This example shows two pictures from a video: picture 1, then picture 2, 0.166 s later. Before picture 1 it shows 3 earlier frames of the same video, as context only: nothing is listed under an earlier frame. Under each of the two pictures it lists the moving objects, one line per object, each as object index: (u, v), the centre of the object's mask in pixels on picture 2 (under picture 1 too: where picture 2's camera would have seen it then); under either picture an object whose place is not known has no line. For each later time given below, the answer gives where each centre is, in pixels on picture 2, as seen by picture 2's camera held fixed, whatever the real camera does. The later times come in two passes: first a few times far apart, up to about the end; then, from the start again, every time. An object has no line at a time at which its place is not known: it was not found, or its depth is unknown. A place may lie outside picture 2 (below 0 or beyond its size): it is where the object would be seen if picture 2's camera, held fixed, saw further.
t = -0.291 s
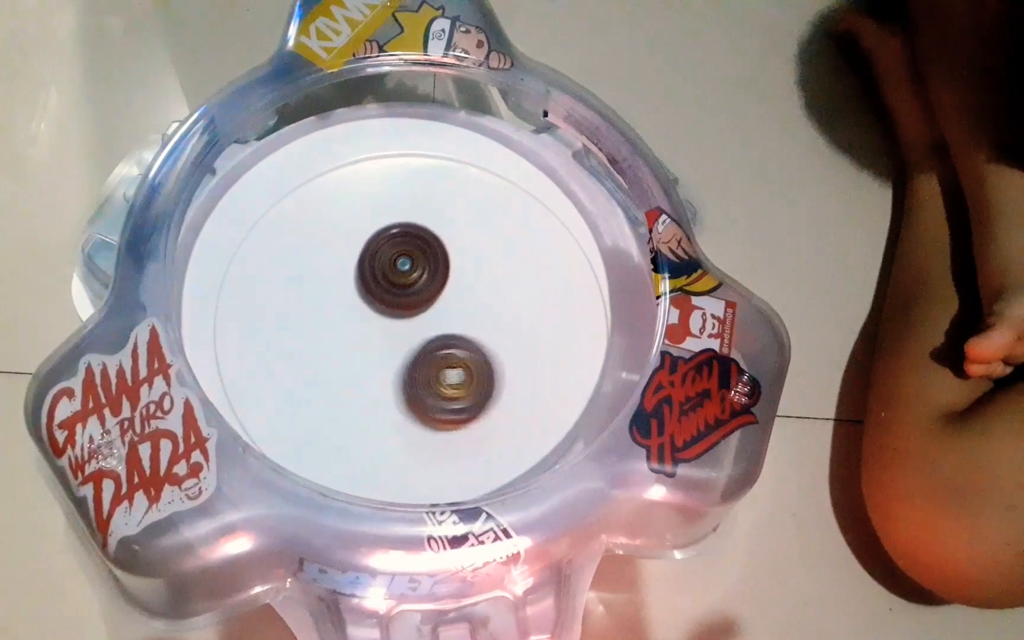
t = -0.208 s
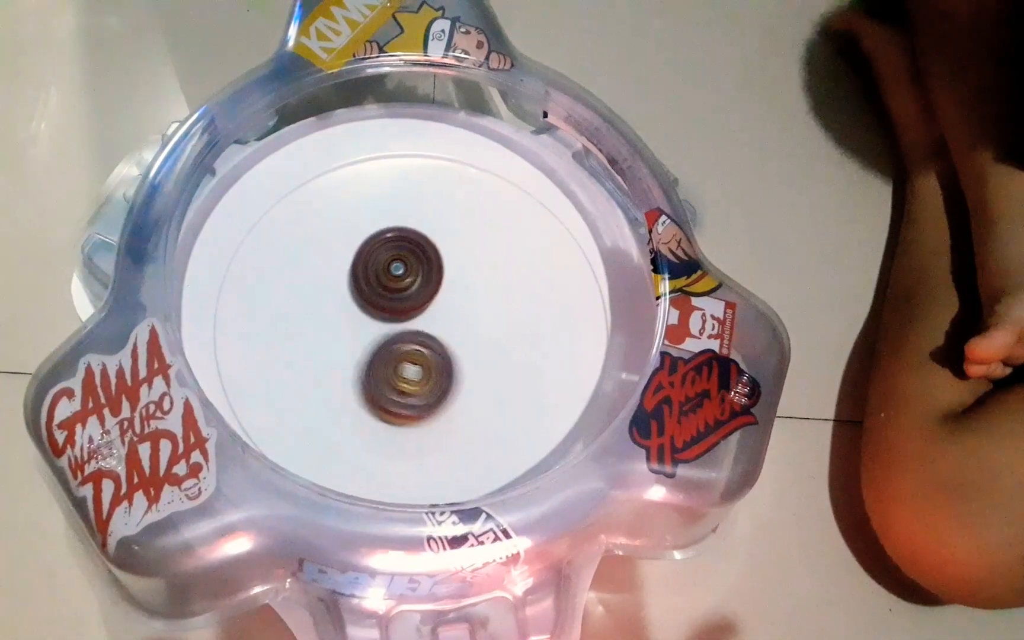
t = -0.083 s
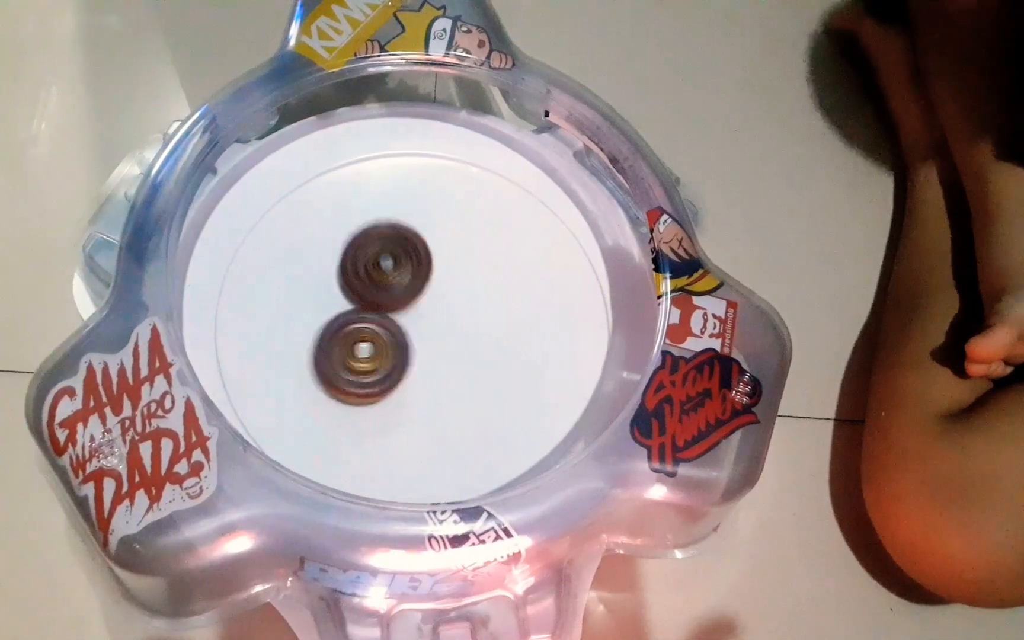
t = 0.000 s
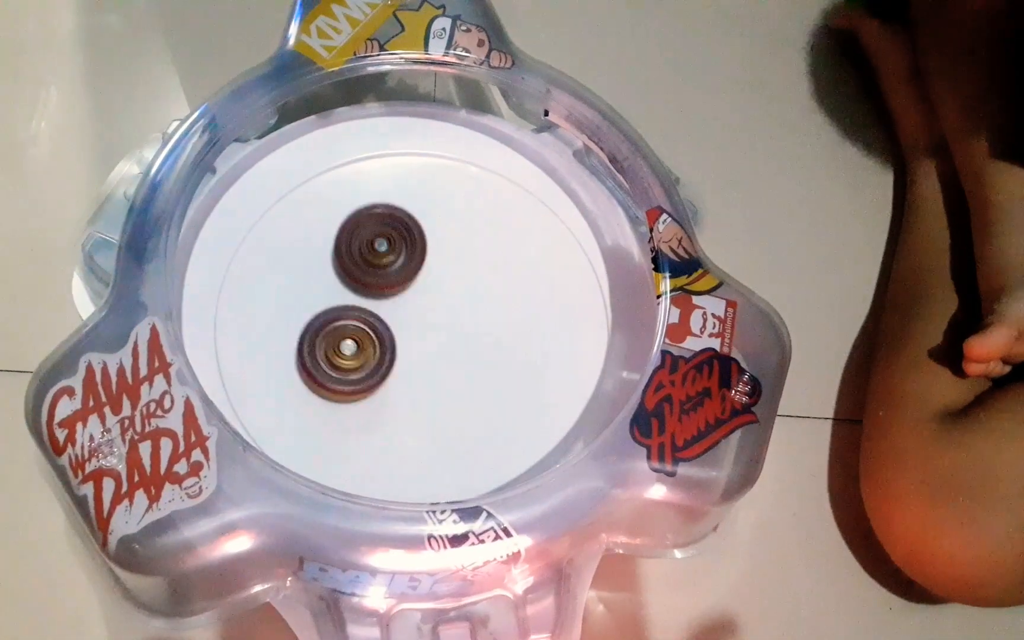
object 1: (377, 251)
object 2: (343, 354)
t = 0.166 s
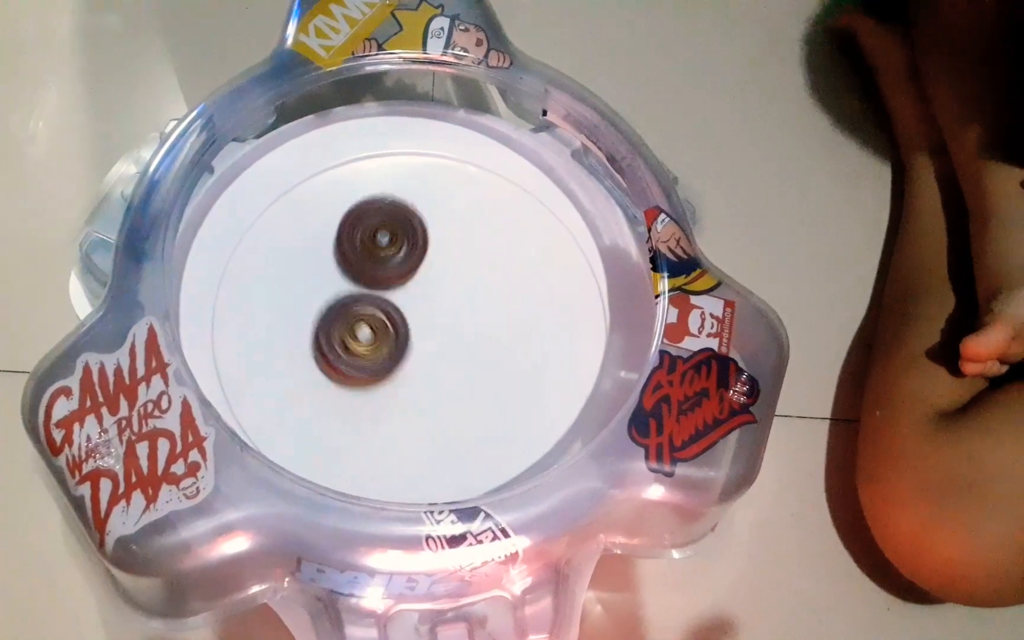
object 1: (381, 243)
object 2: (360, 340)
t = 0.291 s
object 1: (395, 230)
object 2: (394, 365)
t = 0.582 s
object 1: (406, 300)
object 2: (444, 393)
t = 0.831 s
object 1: (327, 332)
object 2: (440, 406)
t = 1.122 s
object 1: (290, 269)
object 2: (413, 347)
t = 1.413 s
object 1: (385, 249)
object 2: (482, 335)
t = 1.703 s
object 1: (406, 354)
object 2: (543, 374)
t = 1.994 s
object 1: (360, 383)
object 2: (480, 373)
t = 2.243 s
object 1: (338, 351)
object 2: (444, 271)
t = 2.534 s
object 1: (429, 364)
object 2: (418, 195)
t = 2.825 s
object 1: (400, 471)
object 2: (418, 170)
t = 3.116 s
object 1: (338, 333)
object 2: (464, 339)
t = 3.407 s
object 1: (441, 254)
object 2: (520, 395)
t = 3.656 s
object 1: (545, 302)
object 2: (457, 390)
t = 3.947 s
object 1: (418, 453)
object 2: (370, 282)
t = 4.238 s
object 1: (276, 246)
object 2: (425, 231)
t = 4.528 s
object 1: (486, 169)
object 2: (460, 304)
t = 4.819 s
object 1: (554, 386)
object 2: (420, 351)
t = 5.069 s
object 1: (298, 430)
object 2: (366, 329)
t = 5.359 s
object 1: (273, 200)
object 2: (376, 294)
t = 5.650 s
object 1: (518, 225)
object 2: (417, 321)
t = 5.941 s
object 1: (472, 465)
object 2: (405, 361)
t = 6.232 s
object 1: (241, 363)
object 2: (401, 332)
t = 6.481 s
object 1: (326, 193)
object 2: (418, 320)
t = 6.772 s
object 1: (570, 270)
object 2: (441, 328)
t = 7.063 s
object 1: (473, 471)
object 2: (419, 326)
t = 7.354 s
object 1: (253, 342)
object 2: (409, 320)
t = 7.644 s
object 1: (383, 153)
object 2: (412, 316)
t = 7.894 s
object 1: (567, 237)
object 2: (415, 314)
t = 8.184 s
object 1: (457, 451)
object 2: (413, 317)
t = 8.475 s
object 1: (239, 329)
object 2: (414, 315)
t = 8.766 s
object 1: (355, 164)
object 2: (413, 314)
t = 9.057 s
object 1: (549, 291)
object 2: (410, 313)
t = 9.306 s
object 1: (456, 459)
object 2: (410, 314)
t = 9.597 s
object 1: (265, 347)
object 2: (409, 315)
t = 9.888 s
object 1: (392, 194)
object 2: (409, 316)
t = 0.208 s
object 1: (385, 234)
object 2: (371, 350)
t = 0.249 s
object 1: (390, 230)
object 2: (382, 358)
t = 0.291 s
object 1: (395, 230)
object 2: (394, 365)
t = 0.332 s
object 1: (400, 234)
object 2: (405, 369)
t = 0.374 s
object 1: (405, 242)
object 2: (415, 372)
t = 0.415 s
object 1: (409, 254)
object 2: (422, 374)
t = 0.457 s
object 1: (412, 267)
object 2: (428, 375)
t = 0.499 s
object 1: (415, 282)
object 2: (431, 376)
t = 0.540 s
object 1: (413, 293)
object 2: (438, 383)
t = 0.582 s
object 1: (406, 300)
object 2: (444, 393)
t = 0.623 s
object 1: (398, 307)
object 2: (448, 401)
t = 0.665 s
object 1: (388, 316)
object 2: (451, 407)
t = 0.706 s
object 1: (376, 323)
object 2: (451, 411)
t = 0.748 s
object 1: (361, 330)
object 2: (449, 412)
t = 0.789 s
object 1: (344, 333)
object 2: (445, 410)
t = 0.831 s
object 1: (327, 332)
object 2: (440, 406)
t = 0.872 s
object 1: (311, 328)
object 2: (435, 401)
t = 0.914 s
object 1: (296, 320)
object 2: (429, 394)
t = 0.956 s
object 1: (285, 309)
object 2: (424, 386)
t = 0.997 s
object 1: (278, 298)
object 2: (420, 376)
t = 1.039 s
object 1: (277, 287)
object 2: (416, 367)
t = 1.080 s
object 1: (281, 277)
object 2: (414, 357)
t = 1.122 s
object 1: (290, 269)
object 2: (413, 347)
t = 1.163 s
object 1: (303, 262)
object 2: (414, 338)
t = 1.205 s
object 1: (321, 258)
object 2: (417, 331)
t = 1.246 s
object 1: (340, 256)
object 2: (421, 324)
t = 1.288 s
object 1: (358, 254)
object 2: (431, 320)
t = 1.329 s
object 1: (366, 248)
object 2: (449, 324)
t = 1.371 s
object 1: (375, 246)
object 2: (467, 330)
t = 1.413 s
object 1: (385, 249)
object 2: (482, 335)
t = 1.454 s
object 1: (396, 256)
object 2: (494, 340)
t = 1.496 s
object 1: (407, 268)
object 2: (504, 345)
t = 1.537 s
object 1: (417, 283)
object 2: (509, 350)
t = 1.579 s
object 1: (427, 301)
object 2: (510, 354)
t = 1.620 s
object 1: (426, 320)
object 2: (520, 360)
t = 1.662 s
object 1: (416, 338)
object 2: (534, 367)
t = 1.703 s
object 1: (406, 354)
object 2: (543, 374)
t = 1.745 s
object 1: (397, 368)
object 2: (547, 379)
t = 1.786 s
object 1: (388, 379)
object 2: (545, 383)
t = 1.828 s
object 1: (380, 386)
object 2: (539, 385)
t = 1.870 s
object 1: (373, 390)
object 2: (529, 386)
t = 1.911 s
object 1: (367, 391)
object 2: (515, 384)
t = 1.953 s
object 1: (362, 388)
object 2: (499, 380)
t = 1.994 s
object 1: (360, 383)
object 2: (480, 373)
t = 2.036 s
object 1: (360, 377)
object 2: (462, 363)
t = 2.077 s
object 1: (349, 373)
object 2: (456, 345)
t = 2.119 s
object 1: (339, 369)
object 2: (454, 325)
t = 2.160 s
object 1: (334, 364)
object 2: (451, 306)
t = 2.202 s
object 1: (334, 358)
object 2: (447, 287)
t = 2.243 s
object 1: (338, 351)
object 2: (444, 271)
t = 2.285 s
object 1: (346, 343)
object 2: (440, 256)
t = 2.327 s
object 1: (356, 335)
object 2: (437, 245)
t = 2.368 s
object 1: (369, 328)
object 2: (433, 238)
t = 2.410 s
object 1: (383, 321)
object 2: (429, 233)
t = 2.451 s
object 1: (397, 317)
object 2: (425, 231)
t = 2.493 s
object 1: (413, 329)
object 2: (421, 222)
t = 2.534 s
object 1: (429, 364)
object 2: (418, 195)
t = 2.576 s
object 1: (442, 399)
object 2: (413, 173)
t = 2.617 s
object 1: (450, 434)
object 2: (411, 158)
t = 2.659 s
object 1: (451, 463)
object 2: (409, 148)
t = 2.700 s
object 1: (443, 476)
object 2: (409, 144)
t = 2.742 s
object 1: (431, 477)
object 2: (410, 146)
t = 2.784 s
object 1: (415, 477)
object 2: (414, 155)
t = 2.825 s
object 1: (400, 471)
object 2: (418, 170)
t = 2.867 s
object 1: (383, 463)
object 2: (422, 190)
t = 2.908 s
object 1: (368, 448)
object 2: (427, 215)
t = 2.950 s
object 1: (357, 423)
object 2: (430, 244)
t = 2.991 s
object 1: (351, 395)
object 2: (433, 275)
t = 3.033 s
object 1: (349, 367)
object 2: (436, 307)
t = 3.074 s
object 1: (342, 347)
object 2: (448, 328)
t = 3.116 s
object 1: (338, 333)
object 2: (464, 339)
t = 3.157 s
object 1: (343, 321)
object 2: (476, 349)
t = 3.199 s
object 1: (356, 309)
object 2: (484, 356)
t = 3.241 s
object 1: (378, 299)
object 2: (486, 358)
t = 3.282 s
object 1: (404, 294)
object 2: (484, 358)
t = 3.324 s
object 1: (422, 282)
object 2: (494, 368)
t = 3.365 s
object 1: (430, 265)
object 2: (510, 384)
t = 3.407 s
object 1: (441, 254)
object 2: (520, 395)
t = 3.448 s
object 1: (454, 249)
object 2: (522, 403)
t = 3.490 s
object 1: (470, 249)
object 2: (517, 407)
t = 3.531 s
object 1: (489, 254)
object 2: (507, 408)
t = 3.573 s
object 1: (509, 265)
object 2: (492, 405)
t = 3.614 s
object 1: (529, 281)
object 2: (475, 399)
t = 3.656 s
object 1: (545, 302)
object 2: (457, 390)
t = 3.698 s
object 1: (554, 327)
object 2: (439, 378)
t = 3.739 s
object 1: (556, 357)
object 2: (420, 363)
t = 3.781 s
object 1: (548, 387)
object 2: (403, 347)
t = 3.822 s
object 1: (527, 415)
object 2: (389, 331)
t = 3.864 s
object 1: (498, 437)
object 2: (378, 314)
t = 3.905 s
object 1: (460, 451)
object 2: (372, 298)
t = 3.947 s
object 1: (418, 453)
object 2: (370, 282)
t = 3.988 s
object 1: (375, 444)
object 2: (372, 268)
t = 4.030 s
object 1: (336, 423)
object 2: (377, 256)
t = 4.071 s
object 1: (304, 393)
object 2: (385, 245)
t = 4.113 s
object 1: (284, 358)
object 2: (394, 237)
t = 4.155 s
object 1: (273, 322)
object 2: (404, 232)
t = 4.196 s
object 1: (270, 284)
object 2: (414, 230)
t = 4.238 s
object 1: (276, 246)
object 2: (425, 231)
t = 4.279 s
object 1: (290, 211)
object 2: (434, 236)
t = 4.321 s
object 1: (311, 182)
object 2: (443, 244)
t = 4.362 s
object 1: (339, 157)
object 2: (449, 253)
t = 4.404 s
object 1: (373, 146)
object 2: (455, 265)
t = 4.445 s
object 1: (411, 149)
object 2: (459, 278)
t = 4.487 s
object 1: (449, 159)
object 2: (460, 291)
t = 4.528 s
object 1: (486, 169)
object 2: (460, 304)
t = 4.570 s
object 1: (519, 183)
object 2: (458, 316)
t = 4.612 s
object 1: (547, 205)
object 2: (454, 327)
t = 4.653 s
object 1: (570, 234)
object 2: (448, 337)
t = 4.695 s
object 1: (584, 269)
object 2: (442, 344)
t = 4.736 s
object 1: (588, 307)
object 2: (435, 349)
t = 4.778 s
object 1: (577, 348)
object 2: (428, 351)
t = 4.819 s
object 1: (554, 386)
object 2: (420, 351)
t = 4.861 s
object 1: (522, 418)
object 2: (410, 350)
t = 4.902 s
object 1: (480, 443)
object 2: (400, 347)
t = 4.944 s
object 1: (434, 457)
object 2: (390, 344)
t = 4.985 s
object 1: (386, 458)
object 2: (380, 340)
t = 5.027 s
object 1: (341, 449)
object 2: (372, 335)
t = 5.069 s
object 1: (298, 430)
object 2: (366, 329)
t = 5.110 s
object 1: (264, 403)
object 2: (361, 324)
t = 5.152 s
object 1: (238, 372)
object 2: (358, 318)
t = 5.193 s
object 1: (221, 338)
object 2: (357, 313)
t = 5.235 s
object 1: (220, 302)
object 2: (359, 308)
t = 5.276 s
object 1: (233, 265)
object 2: (363, 303)
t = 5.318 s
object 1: (251, 232)
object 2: (369, 298)
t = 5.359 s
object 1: (273, 200)
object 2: (376, 294)
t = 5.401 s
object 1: (301, 176)
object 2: (383, 292)
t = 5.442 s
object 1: (338, 162)
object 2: (390, 292)
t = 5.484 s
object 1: (376, 158)
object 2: (397, 294)
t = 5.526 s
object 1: (417, 162)
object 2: (403, 299)
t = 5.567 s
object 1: (455, 175)
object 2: (409, 305)
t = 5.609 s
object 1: (490, 197)
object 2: (414, 312)
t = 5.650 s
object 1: (518, 225)
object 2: (417, 321)
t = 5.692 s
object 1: (543, 259)
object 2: (418, 328)
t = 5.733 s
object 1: (556, 297)
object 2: (418, 335)
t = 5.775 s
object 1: (560, 337)
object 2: (416, 342)
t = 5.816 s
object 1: (554, 378)
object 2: (413, 348)
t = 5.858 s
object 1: (536, 416)
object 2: (411, 354)
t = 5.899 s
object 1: (507, 445)
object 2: (409, 359)
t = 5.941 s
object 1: (472, 465)
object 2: (405, 361)
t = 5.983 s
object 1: (434, 476)
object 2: (403, 360)
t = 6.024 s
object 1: (395, 479)
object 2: (401, 358)
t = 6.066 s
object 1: (356, 469)
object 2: (400, 353)
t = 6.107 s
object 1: (319, 451)
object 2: (400, 348)
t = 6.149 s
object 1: (285, 427)
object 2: (400, 342)
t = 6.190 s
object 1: (258, 396)
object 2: (400, 337)
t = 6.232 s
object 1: (241, 363)
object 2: (401, 332)
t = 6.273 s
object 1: (234, 328)
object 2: (402, 327)
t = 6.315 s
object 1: (236, 293)
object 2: (403, 324)
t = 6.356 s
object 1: (246, 263)
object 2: (405, 322)
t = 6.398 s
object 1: (265, 234)
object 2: (408, 320)
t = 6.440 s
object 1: (293, 210)
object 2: (413, 320)
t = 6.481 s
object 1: (326, 193)
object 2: (418, 320)
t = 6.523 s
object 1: (364, 183)
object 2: (424, 321)
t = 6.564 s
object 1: (404, 181)
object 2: (430, 323)
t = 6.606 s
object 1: (442, 187)
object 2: (435, 325)
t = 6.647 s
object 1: (479, 199)
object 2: (439, 326)
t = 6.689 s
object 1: (515, 218)
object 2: (441, 327)
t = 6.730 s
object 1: (545, 242)
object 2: (442, 328)
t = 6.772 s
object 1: (570, 270)
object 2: (441, 328)
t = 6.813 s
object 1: (586, 304)
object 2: (439, 328)
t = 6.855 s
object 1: (591, 340)
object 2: (436, 328)
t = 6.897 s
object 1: (585, 379)
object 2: (433, 328)
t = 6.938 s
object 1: (567, 409)
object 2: (429, 328)
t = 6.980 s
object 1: (541, 437)
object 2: (426, 328)
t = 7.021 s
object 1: (510, 457)
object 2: (422, 327)
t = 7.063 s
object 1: (473, 471)
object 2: (419, 326)
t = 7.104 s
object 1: (432, 476)
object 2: (416, 326)
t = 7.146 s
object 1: (390, 474)
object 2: (413, 325)
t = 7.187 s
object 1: (349, 462)
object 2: (411, 324)
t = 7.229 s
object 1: (312, 442)
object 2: (410, 323)
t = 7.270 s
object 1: (282, 414)
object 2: (409, 322)
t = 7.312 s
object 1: (262, 380)
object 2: (409, 321)
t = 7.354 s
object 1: (253, 342)
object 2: (409, 320)
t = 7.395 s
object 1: (253, 304)
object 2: (410, 319)
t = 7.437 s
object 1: (258, 268)
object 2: (411, 318)
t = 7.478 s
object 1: (271, 234)
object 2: (412, 317)
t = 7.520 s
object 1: (291, 205)
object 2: (412, 316)
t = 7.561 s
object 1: (317, 182)
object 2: (412, 316)
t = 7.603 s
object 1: (348, 165)
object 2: (412, 316)
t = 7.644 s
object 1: (383, 153)
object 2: (412, 316)
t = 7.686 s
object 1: (418, 150)
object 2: (412, 318)
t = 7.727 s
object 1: (454, 155)
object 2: (411, 319)
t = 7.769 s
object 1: (488, 164)
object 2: (412, 318)
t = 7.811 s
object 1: (520, 181)
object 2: (413, 316)
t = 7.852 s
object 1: (548, 207)
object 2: (414, 315)
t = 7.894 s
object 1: (567, 237)
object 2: (415, 314)
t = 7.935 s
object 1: (581, 271)
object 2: (415, 314)
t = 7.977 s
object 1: (584, 308)
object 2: (415, 314)
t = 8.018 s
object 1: (577, 344)
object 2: (415, 314)
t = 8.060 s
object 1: (559, 381)
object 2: (415, 315)
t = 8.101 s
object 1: (531, 412)
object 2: (414, 316)
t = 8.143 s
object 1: (497, 436)
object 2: (413, 317)
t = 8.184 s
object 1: (457, 451)
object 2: (413, 317)
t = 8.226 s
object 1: (416, 457)
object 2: (414, 316)
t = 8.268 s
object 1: (374, 453)
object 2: (415, 316)
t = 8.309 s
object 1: (334, 441)
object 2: (415, 315)
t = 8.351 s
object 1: (299, 420)
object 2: (414, 315)
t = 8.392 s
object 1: (271, 392)
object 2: (414, 315)
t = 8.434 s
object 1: (252, 361)
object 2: (414, 315)
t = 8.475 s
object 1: (239, 329)
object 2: (414, 315)
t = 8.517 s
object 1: (232, 296)
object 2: (414, 315)
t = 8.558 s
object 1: (233, 263)
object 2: (415, 314)
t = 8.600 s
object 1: (244, 234)
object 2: (415, 314)
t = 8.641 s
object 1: (264, 207)
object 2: (414, 314)
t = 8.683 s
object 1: (290, 187)
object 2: (413, 313)
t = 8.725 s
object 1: (321, 172)
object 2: (413, 313)
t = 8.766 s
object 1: (355, 164)
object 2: (413, 314)
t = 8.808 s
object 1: (393, 165)
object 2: (413, 314)
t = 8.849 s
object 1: (428, 173)
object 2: (413, 314)
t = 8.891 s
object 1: (462, 187)
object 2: (414, 314)
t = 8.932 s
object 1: (491, 206)
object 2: (413, 313)
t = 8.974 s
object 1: (516, 229)
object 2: (413, 313)
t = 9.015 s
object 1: (537, 259)
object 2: (411, 313)
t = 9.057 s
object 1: (549, 291)
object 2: (410, 313)
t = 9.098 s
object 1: (554, 324)
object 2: (410, 314)
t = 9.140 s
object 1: (550, 359)
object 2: (411, 314)
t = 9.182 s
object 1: (537, 392)
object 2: (412, 314)
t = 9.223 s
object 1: (518, 421)
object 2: (412, 313)
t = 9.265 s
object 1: (489, 445)
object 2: (411, 313)
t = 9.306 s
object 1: (456, 459)
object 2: (410, 314)
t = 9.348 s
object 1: (420, 465)
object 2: (409, 314)
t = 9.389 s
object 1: (383, 464)
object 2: (409, 314)
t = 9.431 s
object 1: (346, 454)
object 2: (409, 314)
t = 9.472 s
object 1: (314, 436)
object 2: (410, 314)
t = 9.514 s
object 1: (287, 412)
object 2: (409, 314)
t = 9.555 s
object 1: (272, 380)
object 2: (409, 314)
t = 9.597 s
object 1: (265, 347)
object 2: (409, 315)
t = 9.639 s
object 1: (267, 314)
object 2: (409, 315)
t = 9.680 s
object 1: (275, 282)
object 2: (410, 315)
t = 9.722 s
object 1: (290, 253)
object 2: (410, 316)
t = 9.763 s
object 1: (311, 228)
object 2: (410, 316)
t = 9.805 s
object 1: (335, 210)
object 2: (409, 316)
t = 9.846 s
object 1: (364, 198)
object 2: (409, 316)
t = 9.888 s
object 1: (392, 194)
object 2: (409, 316)
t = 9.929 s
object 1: (421, 194)
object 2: (409, 317)
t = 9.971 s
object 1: (450, 199)
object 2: (410, 317)
